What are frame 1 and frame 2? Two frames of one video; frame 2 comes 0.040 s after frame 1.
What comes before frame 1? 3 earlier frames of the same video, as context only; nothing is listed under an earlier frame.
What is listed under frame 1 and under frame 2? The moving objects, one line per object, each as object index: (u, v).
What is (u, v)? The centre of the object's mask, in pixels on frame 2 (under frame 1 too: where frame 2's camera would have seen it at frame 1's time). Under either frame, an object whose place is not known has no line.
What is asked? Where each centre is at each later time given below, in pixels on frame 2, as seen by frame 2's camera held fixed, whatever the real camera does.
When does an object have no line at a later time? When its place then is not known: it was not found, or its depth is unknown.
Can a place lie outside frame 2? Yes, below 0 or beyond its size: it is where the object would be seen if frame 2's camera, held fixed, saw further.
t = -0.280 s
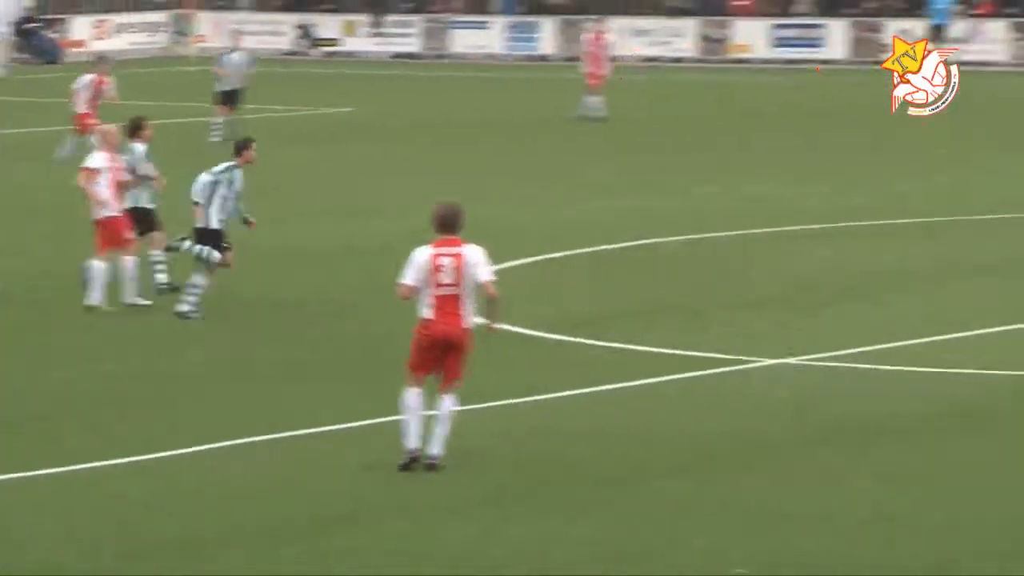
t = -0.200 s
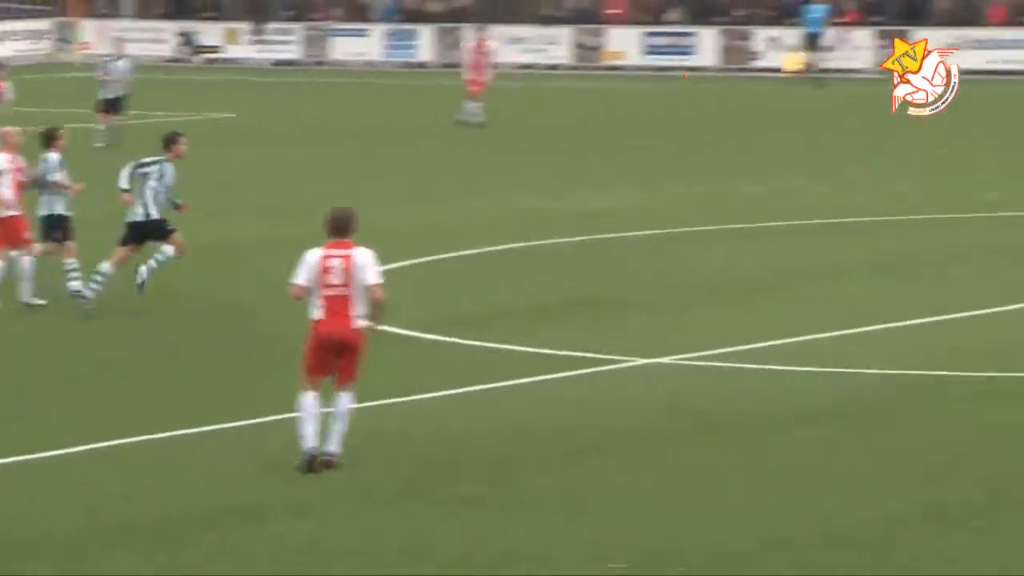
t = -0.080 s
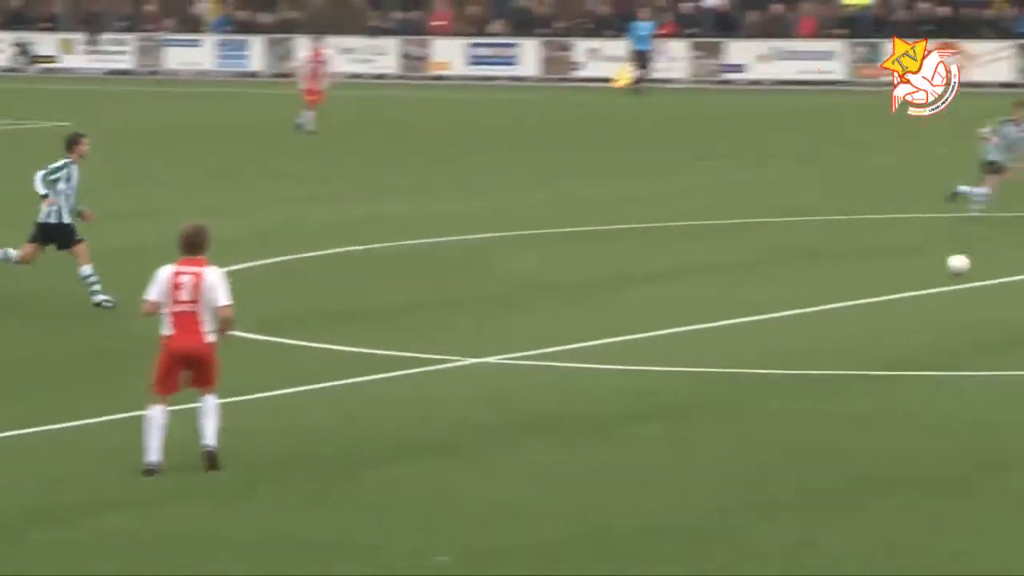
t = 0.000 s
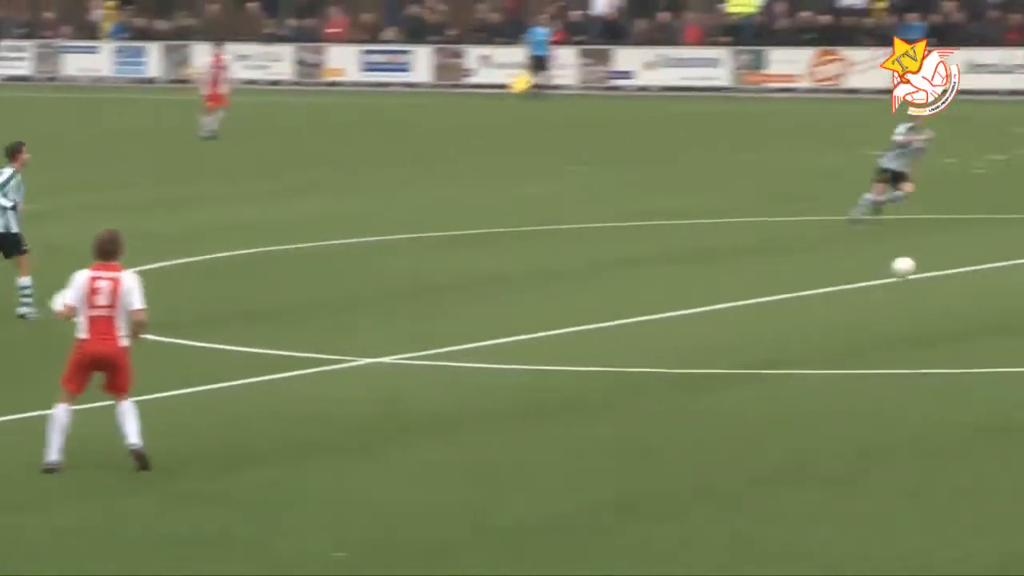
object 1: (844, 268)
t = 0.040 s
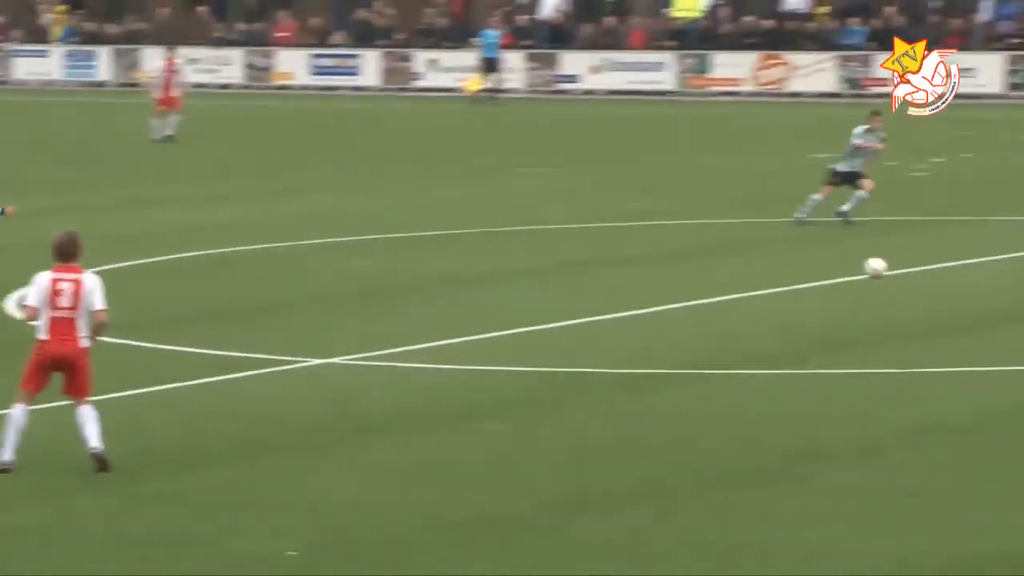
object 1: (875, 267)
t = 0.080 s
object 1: (905, 263)
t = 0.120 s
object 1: (934, 260)
